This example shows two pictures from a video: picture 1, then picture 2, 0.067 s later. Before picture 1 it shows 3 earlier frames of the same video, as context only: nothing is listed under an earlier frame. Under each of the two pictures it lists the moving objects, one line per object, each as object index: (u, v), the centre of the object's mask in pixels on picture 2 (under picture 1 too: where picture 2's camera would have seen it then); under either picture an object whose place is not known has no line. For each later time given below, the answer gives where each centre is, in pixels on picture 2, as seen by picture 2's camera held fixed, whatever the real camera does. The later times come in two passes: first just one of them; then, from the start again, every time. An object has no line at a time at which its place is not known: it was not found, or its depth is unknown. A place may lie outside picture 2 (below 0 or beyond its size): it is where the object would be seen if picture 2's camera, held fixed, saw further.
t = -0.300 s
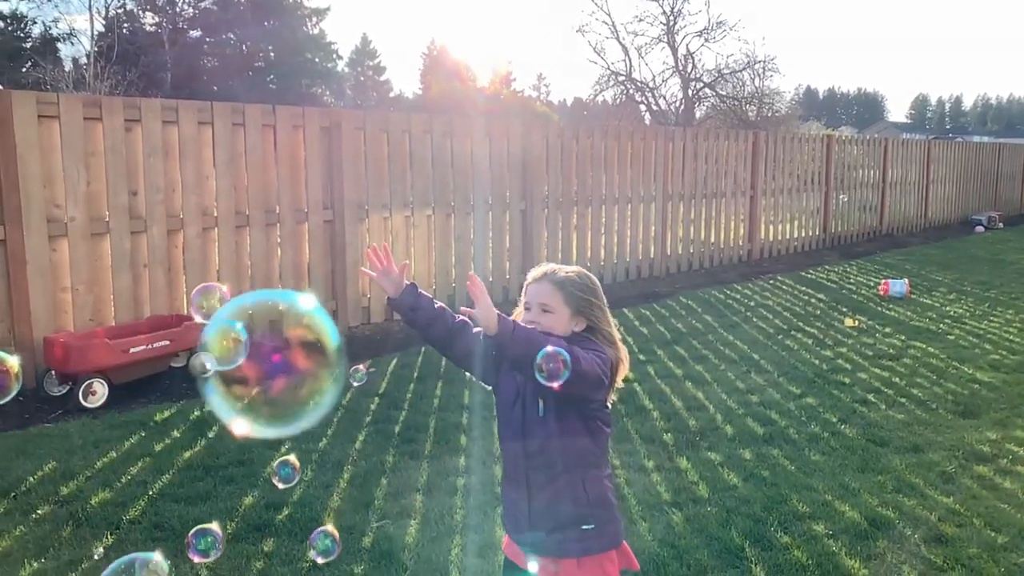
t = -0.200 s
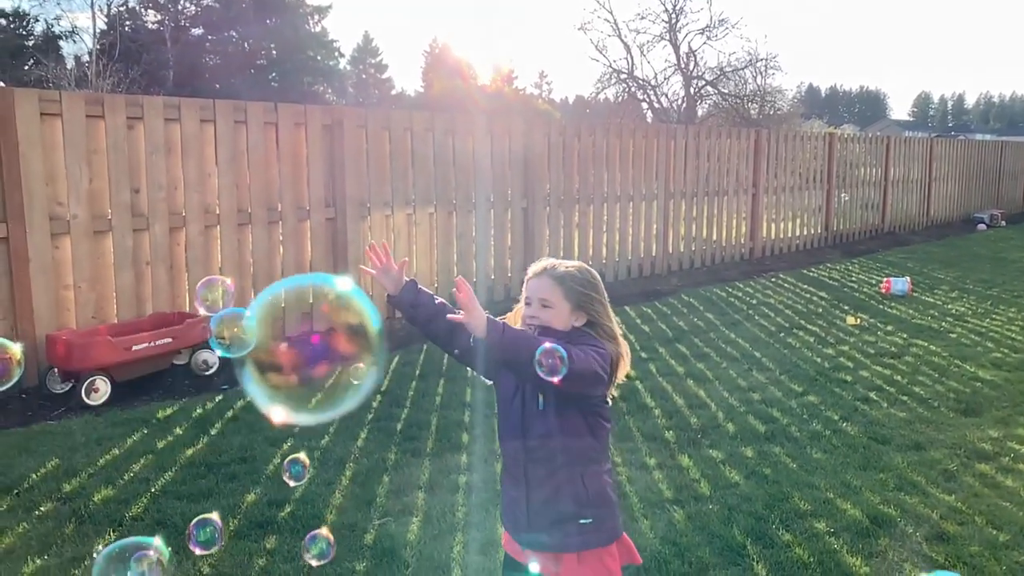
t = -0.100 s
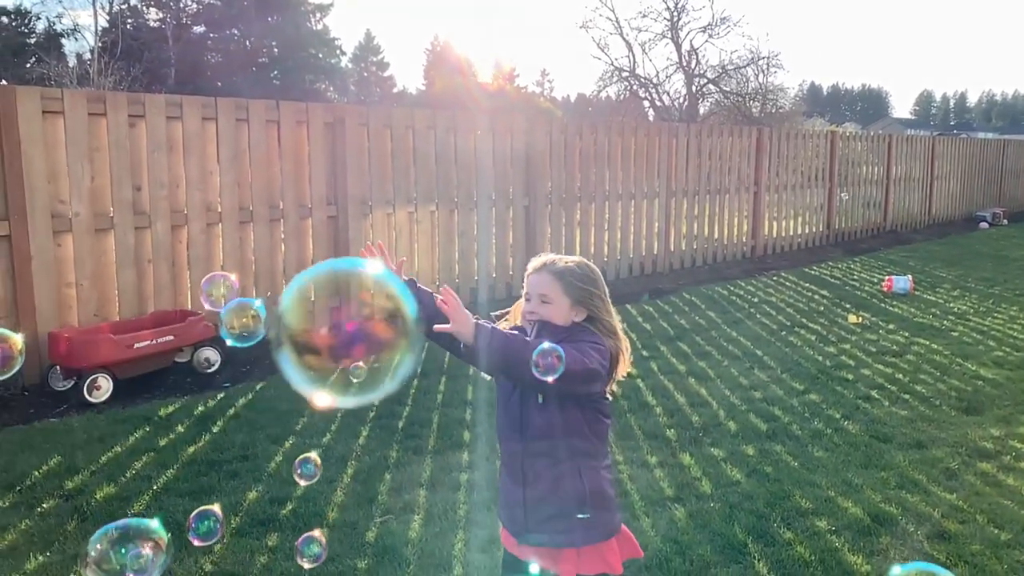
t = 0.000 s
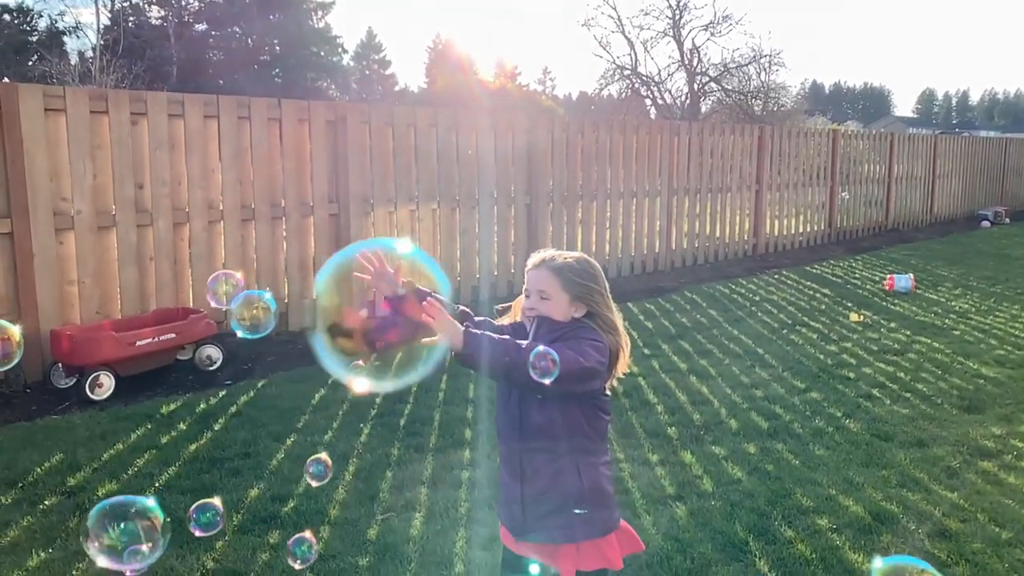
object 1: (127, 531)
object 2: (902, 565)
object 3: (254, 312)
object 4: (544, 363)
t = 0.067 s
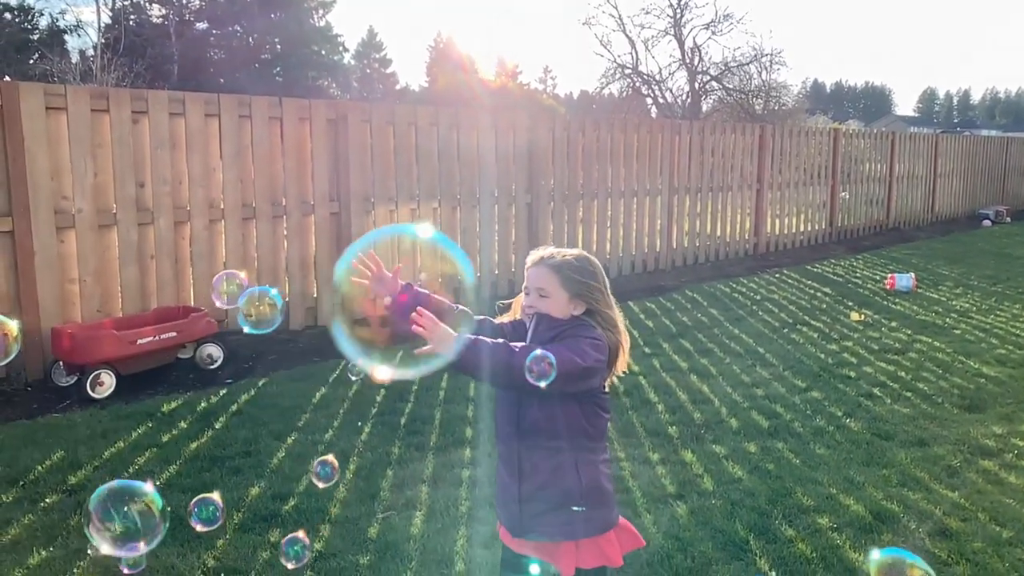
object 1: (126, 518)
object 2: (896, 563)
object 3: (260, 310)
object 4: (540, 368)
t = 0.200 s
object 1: (125, 493)
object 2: (875, 559)
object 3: (272, 309)
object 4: (532, 378)
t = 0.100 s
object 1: (125, 512)
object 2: (891, 562)
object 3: (263, 309)
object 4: (538, 370)
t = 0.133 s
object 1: (125, 505)
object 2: (886, 561)
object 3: (266, 309)
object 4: (536, 373)
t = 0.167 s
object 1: (125, 499)
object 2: (881, 560)
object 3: (269, 309)
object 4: (534, 376)
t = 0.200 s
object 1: (125, 493)
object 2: (875, 559)
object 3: (272, 309)
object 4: (532, 378)
